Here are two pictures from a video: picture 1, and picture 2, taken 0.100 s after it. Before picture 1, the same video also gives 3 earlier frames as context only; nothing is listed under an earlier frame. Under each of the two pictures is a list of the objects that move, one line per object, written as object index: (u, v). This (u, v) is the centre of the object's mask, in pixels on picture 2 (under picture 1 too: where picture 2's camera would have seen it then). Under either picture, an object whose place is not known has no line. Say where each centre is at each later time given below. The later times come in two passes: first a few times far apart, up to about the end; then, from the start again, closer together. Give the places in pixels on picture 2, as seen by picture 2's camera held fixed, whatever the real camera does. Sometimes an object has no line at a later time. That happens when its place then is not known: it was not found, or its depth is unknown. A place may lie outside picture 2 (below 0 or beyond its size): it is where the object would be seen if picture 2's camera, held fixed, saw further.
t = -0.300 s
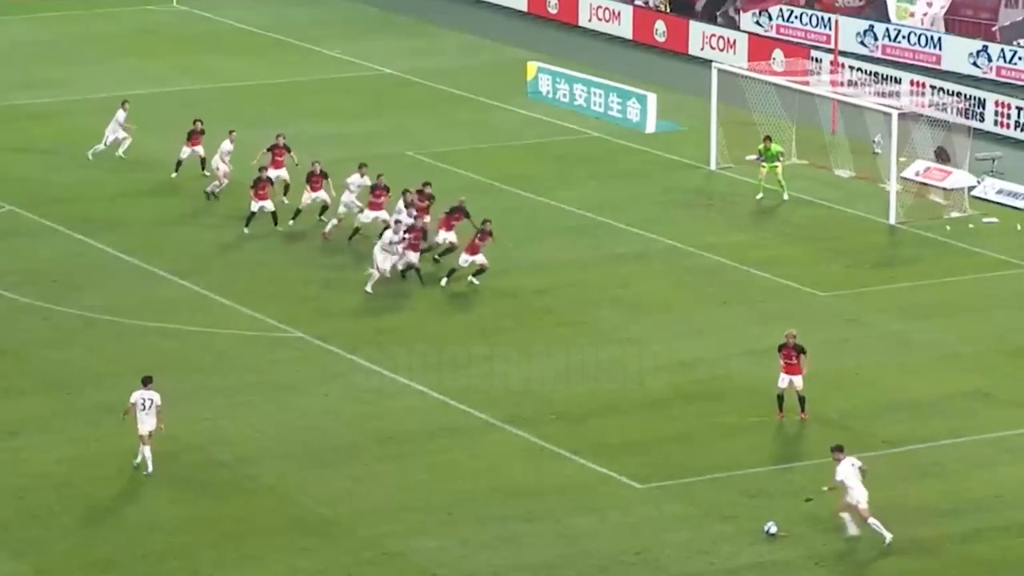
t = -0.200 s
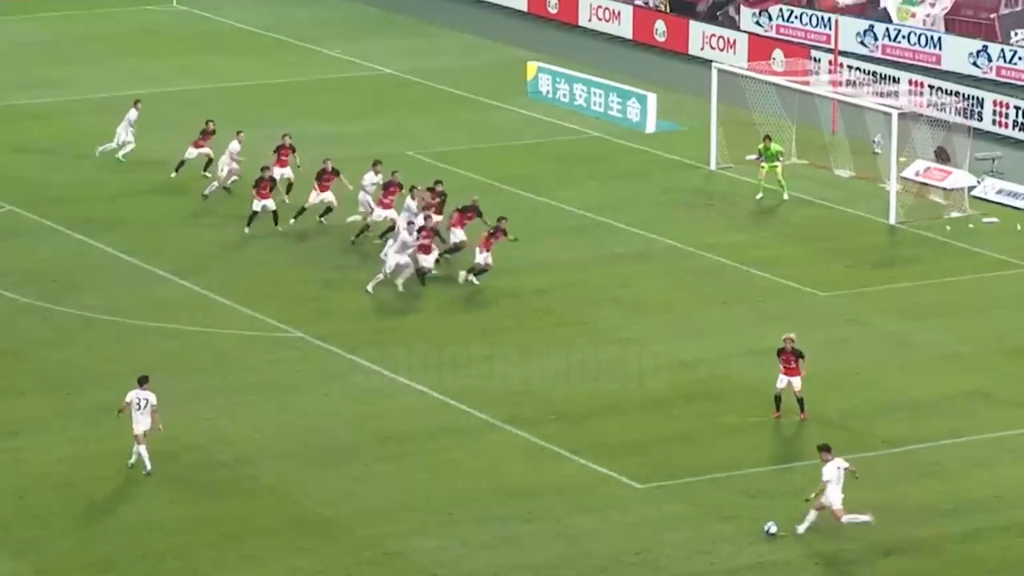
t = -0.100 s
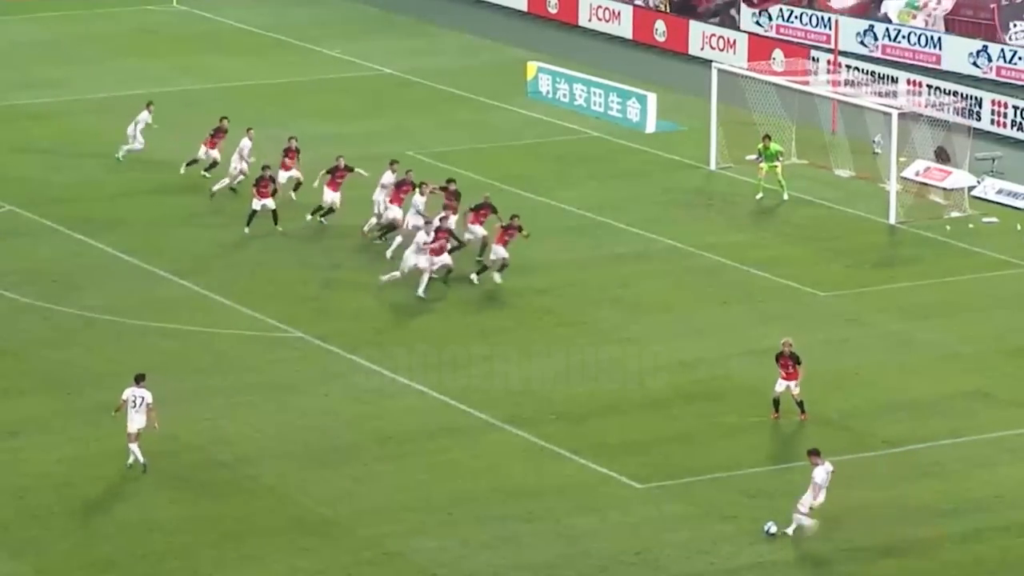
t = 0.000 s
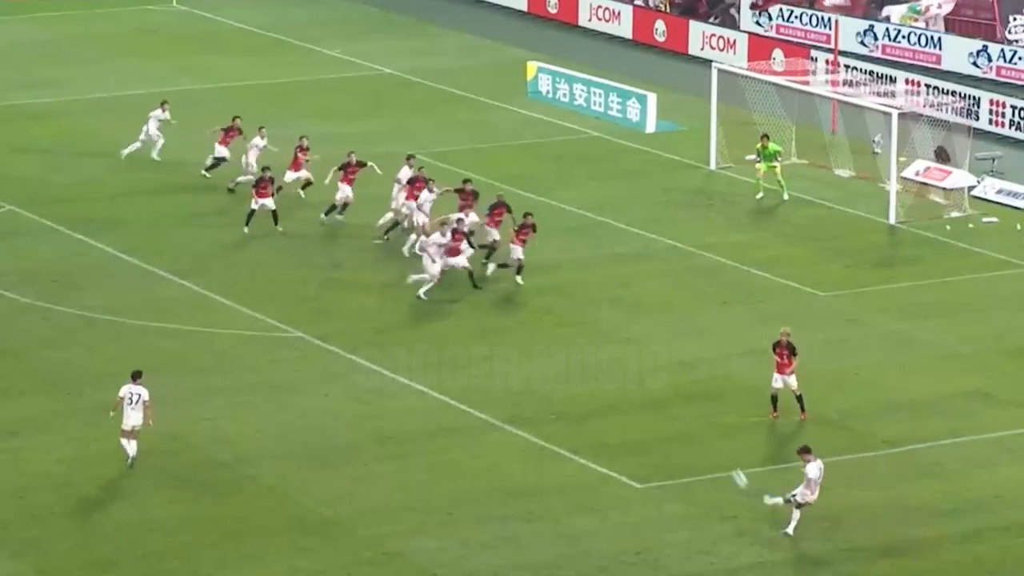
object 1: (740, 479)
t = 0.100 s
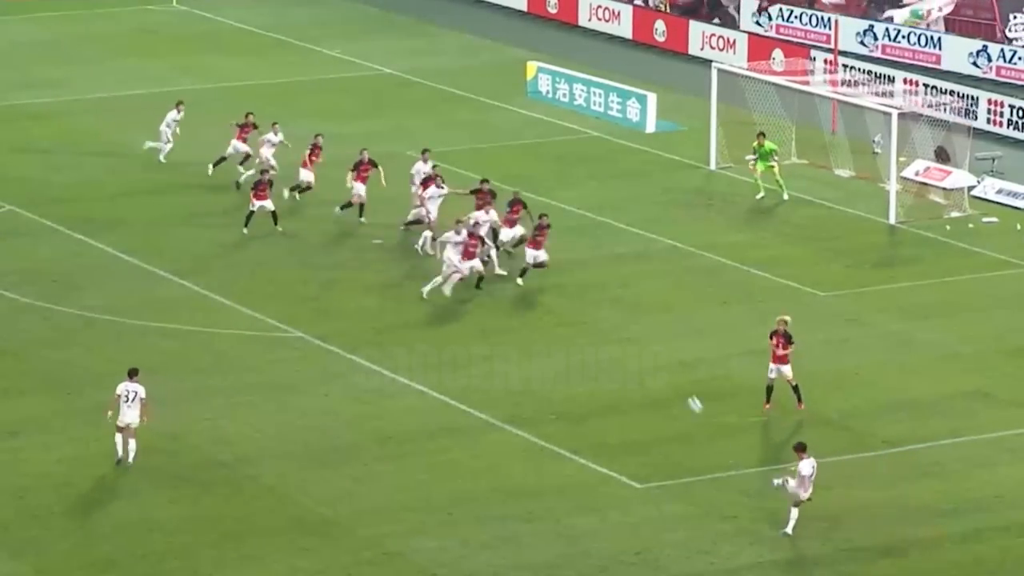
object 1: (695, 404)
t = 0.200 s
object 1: (659, 341)
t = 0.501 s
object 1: (594, 209)
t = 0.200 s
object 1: (659, 341)
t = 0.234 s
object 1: (650, 323)
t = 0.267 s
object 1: (640, 305)
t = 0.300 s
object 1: (631, 289)
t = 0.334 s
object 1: (624, 273)
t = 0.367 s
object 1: (616, 258)
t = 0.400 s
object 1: (610, 245)
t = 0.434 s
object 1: (605, 232)
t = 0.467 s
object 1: (598, 220)
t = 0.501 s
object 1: (594, 209)
